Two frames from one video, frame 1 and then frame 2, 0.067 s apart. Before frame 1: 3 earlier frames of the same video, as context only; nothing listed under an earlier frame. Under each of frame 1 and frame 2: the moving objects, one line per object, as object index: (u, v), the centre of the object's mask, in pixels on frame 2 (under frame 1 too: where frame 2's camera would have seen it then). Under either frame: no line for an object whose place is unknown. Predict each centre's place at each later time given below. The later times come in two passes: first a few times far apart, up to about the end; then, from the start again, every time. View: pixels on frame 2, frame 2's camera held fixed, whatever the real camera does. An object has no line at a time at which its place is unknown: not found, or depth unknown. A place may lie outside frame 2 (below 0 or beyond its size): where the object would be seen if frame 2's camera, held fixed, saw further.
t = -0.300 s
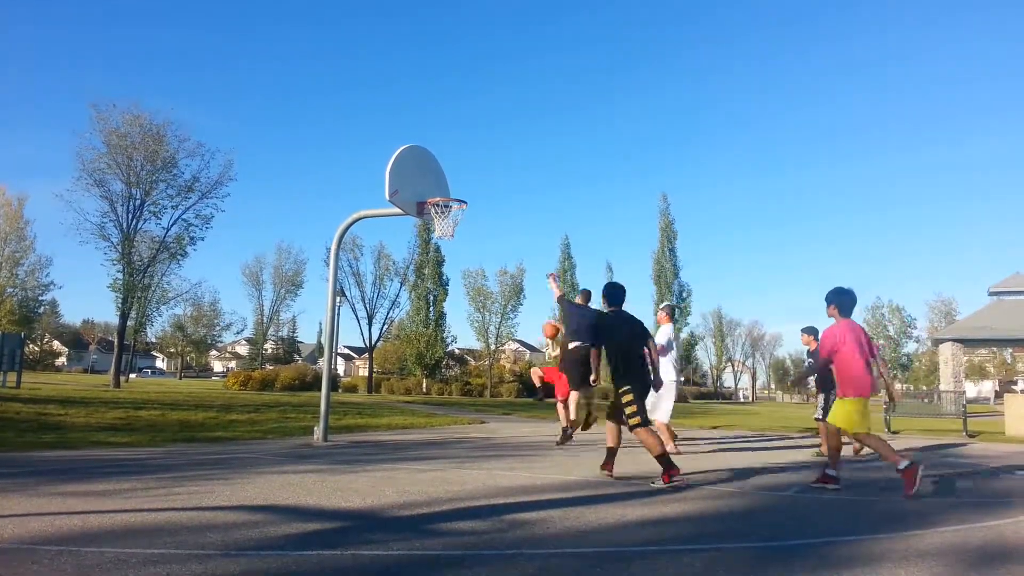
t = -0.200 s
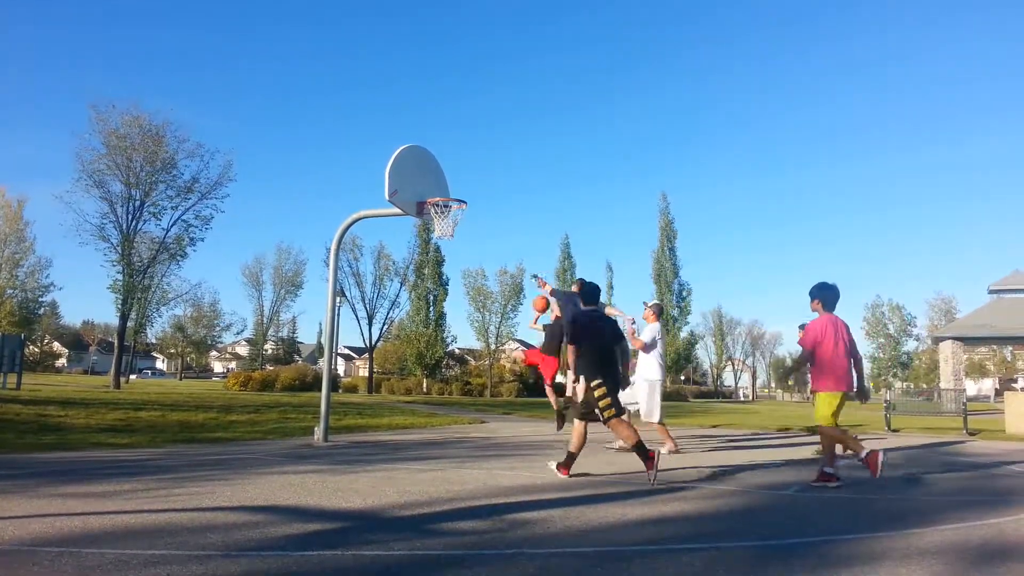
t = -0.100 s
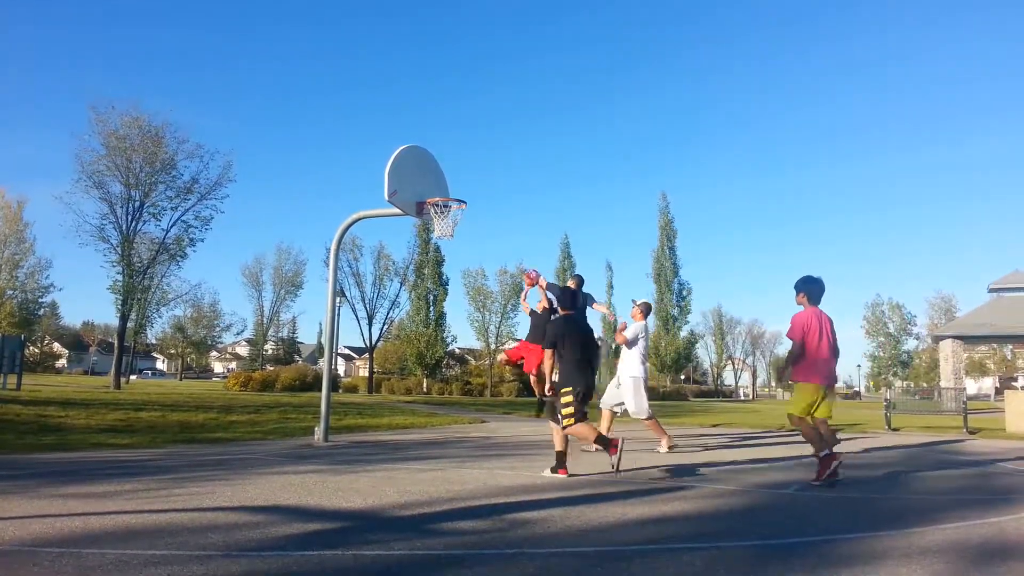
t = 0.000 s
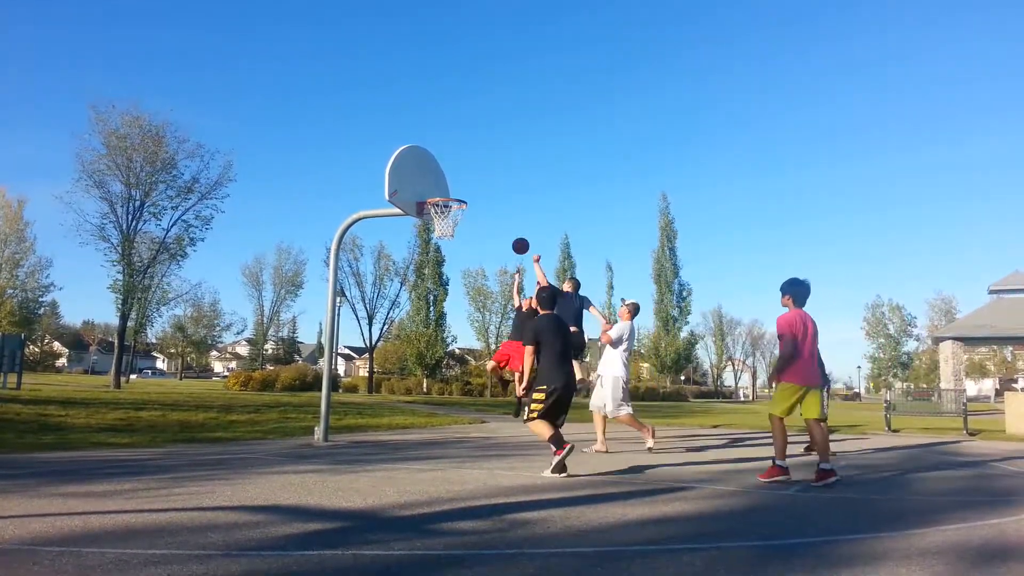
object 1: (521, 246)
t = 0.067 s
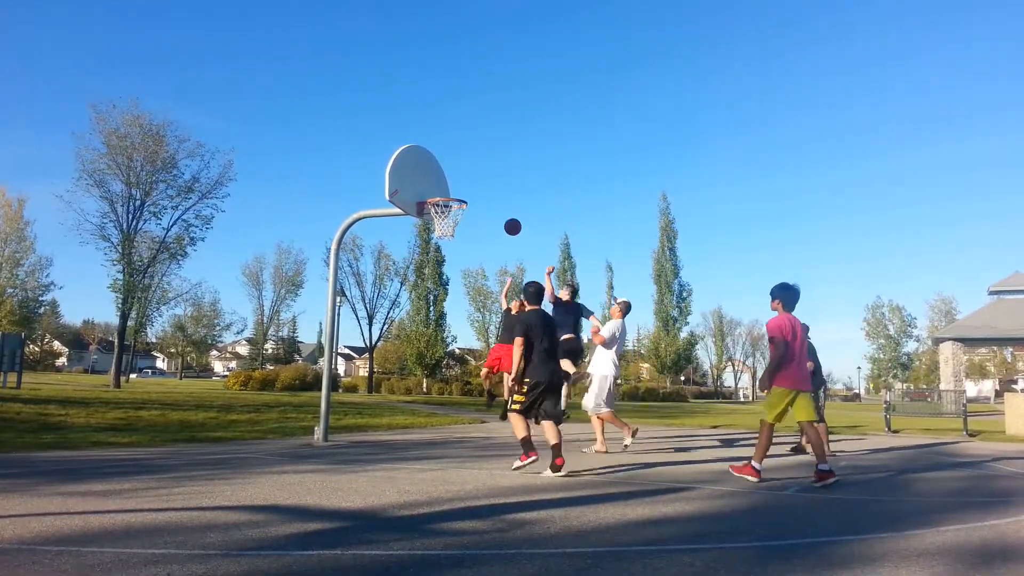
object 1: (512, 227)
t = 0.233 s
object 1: (491, 191)
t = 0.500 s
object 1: (454, 172)
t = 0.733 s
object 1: (426, 189)
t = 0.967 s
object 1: (420, 174)
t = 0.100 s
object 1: (508, 218)
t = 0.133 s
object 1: (504, 210)
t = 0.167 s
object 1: (500, 204)
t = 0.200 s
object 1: (495, 197)
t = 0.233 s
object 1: (491, 191)
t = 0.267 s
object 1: (487, 186)
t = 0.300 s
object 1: (482, 182)
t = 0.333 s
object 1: (478, 179)
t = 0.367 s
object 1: (473, 176)
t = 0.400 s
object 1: (468, 173)
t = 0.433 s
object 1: (464, 172)
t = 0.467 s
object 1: (459, 172)
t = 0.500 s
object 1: (454, 172)
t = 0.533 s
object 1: (449, 173)
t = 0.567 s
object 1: (444, 175)
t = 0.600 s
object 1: (439, 177)
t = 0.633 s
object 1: (434, 182)
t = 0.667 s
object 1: (429, 186)
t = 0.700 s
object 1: (427, 190)
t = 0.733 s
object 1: (426, 189)
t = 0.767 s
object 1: (425, 184)
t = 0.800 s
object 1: (424, 181)
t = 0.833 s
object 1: (423, 178)
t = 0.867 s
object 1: (422, 175)
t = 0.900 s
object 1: (421, 174)
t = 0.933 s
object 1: (421, 174)
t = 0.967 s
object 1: (420, 174)
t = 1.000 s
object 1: (419, 175)
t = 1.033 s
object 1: (418, 178)
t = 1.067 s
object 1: (417, 182)
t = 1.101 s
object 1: (416, 186)
